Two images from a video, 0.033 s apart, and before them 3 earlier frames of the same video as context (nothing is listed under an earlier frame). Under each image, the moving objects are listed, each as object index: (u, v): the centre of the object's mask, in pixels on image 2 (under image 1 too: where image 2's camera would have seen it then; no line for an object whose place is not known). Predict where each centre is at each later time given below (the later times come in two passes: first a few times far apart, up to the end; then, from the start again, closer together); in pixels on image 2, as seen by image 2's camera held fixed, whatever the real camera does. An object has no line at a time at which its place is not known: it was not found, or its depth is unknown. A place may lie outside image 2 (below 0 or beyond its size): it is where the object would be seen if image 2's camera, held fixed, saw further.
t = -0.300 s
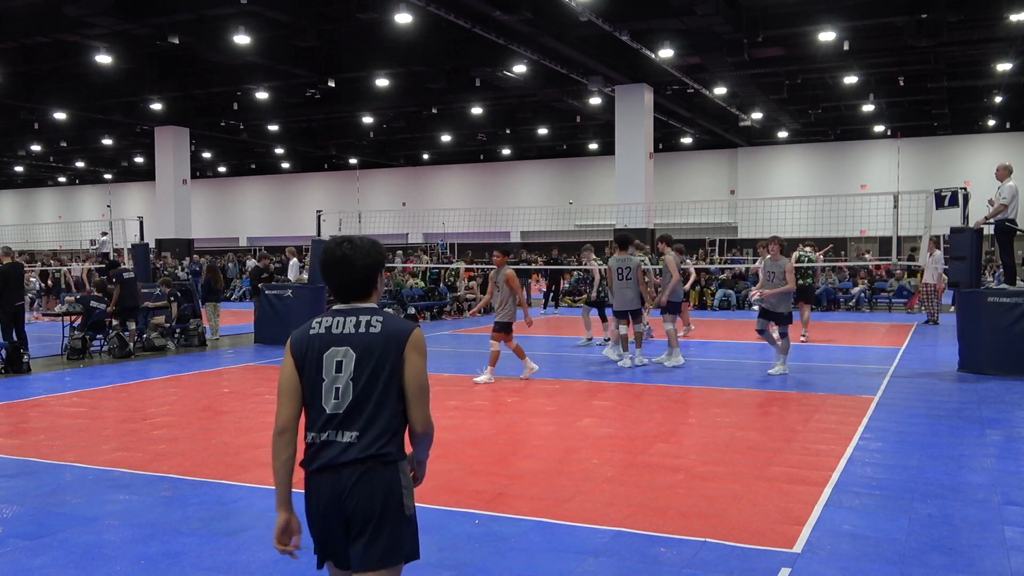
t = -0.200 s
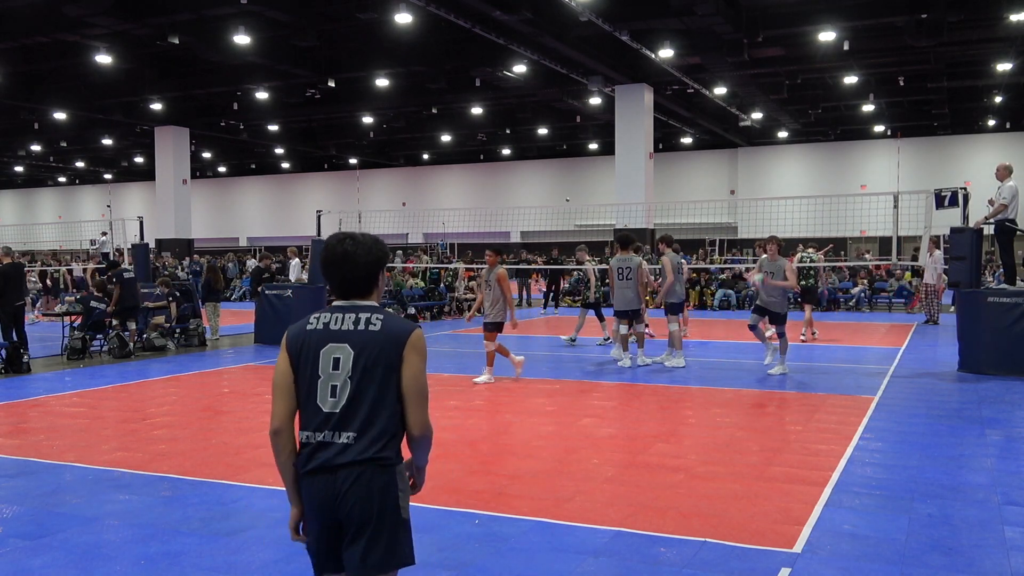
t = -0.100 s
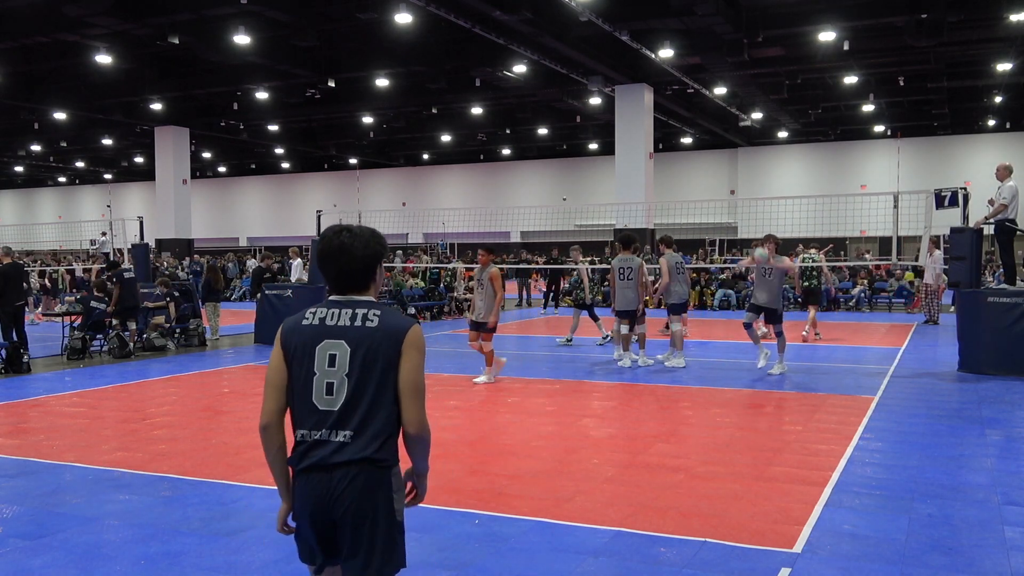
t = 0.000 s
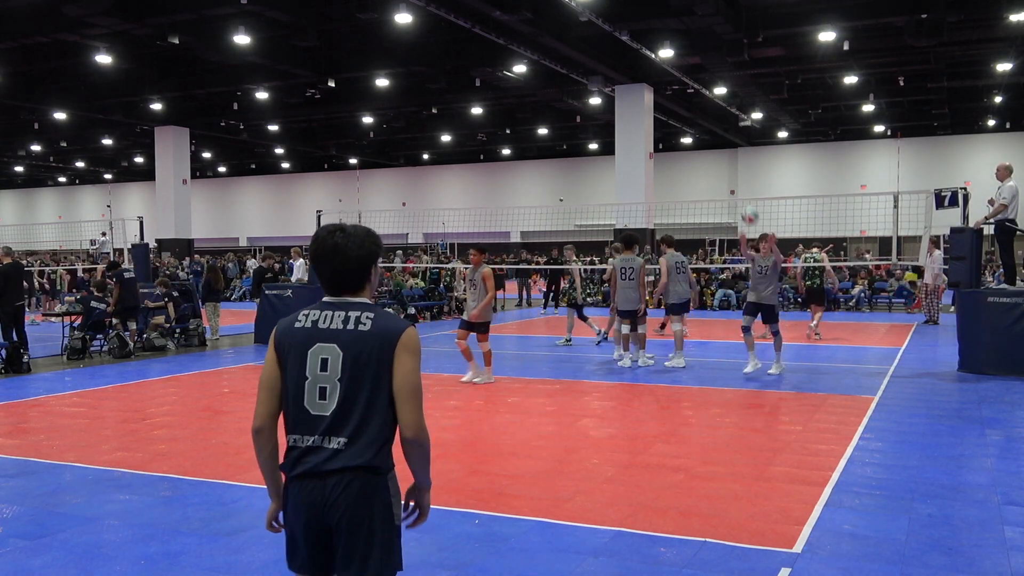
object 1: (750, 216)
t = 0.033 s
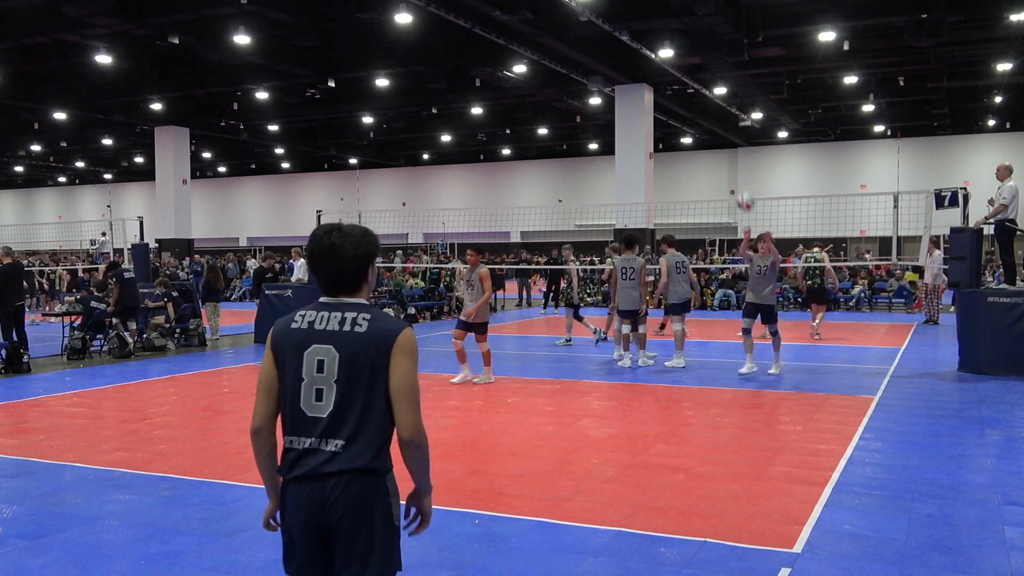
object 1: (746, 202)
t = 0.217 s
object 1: (717, 137)
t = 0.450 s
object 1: (665, 79)
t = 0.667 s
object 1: (596, 61)
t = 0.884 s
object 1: (486, 121)
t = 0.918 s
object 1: (463, 140)
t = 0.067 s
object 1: (741, 188)
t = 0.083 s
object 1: (739, 182)
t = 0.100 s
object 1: (736, 176)
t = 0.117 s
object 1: (734, 170)
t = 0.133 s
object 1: (732, 164)
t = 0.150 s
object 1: (729, 158)
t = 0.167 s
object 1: (726, 152)
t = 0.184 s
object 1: (723, 146)
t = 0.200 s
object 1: (720, 141)
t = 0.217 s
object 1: (717, 137)
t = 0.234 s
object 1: (714, 131)
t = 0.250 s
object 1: (711, 126)
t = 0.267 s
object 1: (707, 122)
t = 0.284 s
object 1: (704, 117)
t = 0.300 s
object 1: (700, 112)
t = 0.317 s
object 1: (697, 108)
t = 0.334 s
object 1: (693, 104)
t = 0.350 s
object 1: (690, 100)
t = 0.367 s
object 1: (686, 96)
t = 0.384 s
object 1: (682, 92)
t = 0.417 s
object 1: (674, 85)
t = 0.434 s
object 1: (670, 82)
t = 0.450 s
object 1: (665, 79)
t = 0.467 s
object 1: (661, 76)
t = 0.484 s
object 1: (656, 73)
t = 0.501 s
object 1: (651, 71)
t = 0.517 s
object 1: (647, 68)
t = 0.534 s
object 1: (642, 66)
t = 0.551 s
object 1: (637, 65)
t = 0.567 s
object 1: (632, 63)
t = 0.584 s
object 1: (626, 62)
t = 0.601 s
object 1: (621, 61)
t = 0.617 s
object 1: (615, 61)
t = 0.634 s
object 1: (609, 61)
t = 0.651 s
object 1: (603, 61)
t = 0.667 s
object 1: (596, 61)
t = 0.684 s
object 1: (590, 63)
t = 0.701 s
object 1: (583, 64)
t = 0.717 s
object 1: (575, 66)
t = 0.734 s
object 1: (568, 69)
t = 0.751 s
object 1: (560, 72)
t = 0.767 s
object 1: (552, 75)
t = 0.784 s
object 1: (543, 79)
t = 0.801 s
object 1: (535, 85)
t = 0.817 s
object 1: (526, 90)
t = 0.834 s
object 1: (516, 96)
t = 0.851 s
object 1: (507, 103)
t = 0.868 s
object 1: (496, 112)
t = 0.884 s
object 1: (486, 121)
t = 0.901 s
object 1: (475, 131)
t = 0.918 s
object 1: (463, 140)
